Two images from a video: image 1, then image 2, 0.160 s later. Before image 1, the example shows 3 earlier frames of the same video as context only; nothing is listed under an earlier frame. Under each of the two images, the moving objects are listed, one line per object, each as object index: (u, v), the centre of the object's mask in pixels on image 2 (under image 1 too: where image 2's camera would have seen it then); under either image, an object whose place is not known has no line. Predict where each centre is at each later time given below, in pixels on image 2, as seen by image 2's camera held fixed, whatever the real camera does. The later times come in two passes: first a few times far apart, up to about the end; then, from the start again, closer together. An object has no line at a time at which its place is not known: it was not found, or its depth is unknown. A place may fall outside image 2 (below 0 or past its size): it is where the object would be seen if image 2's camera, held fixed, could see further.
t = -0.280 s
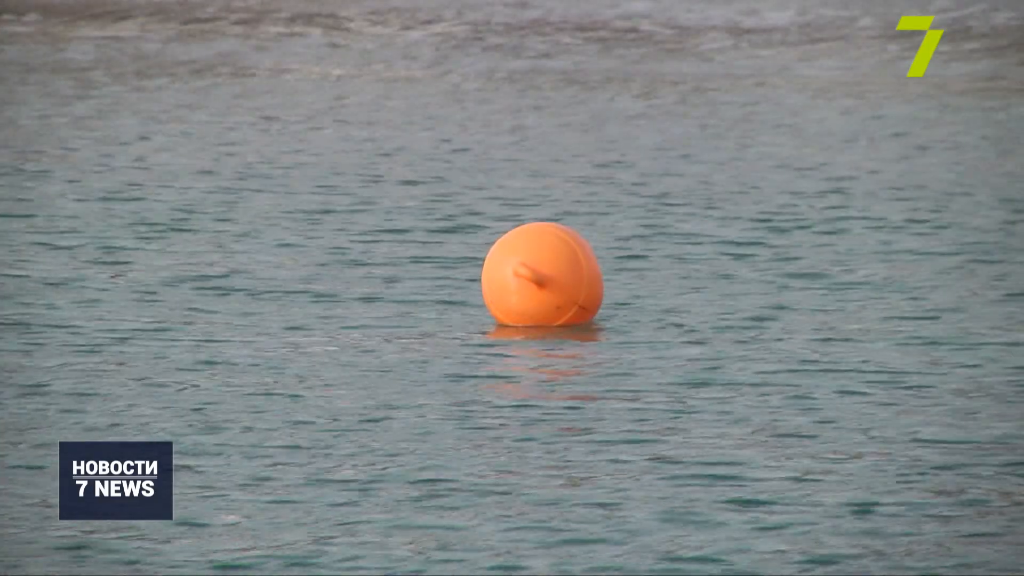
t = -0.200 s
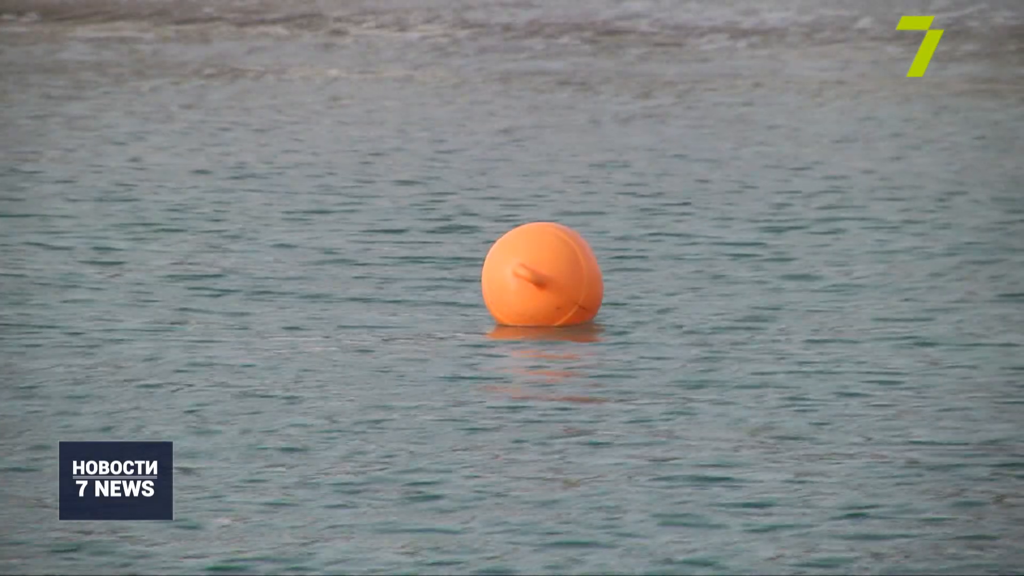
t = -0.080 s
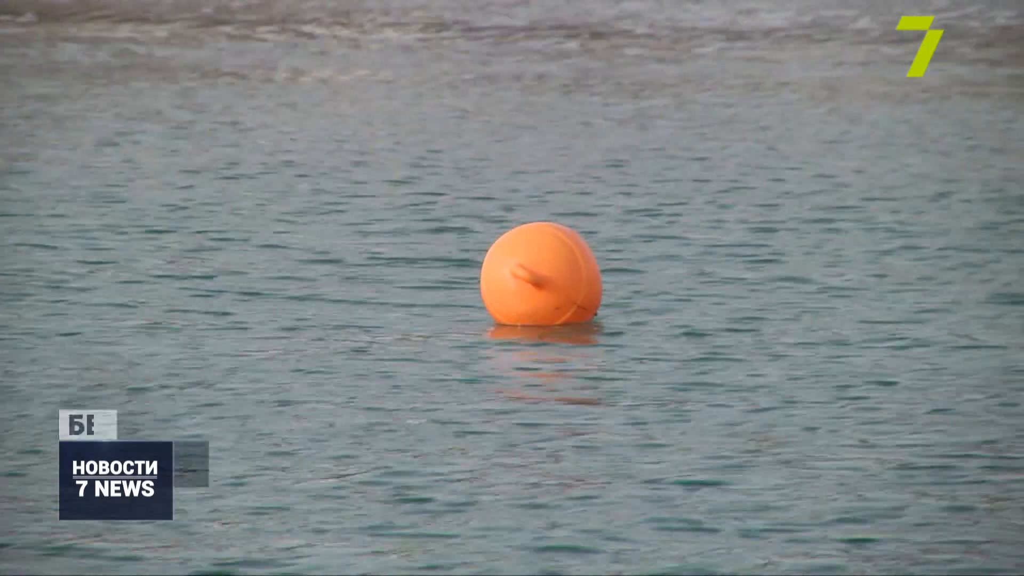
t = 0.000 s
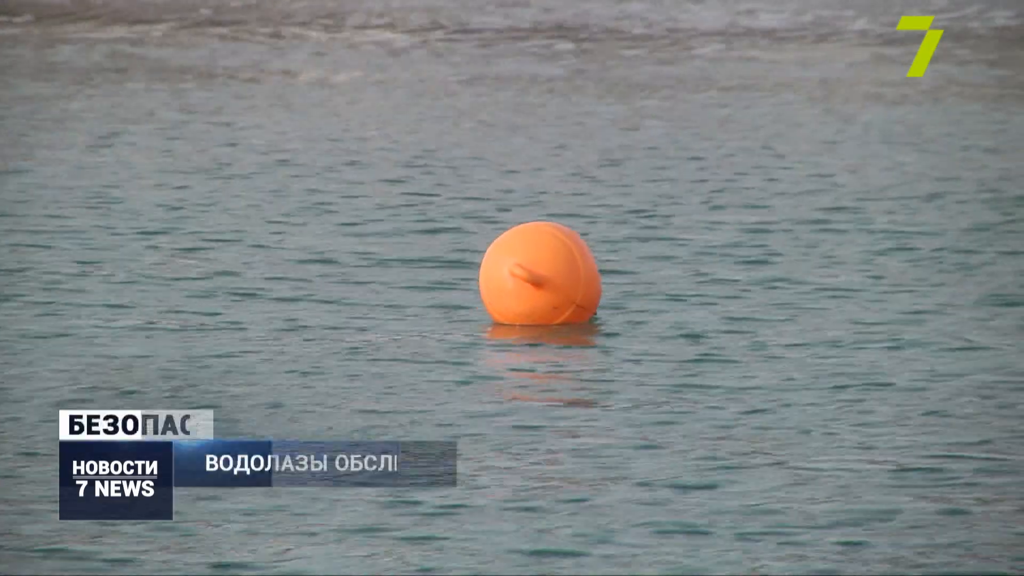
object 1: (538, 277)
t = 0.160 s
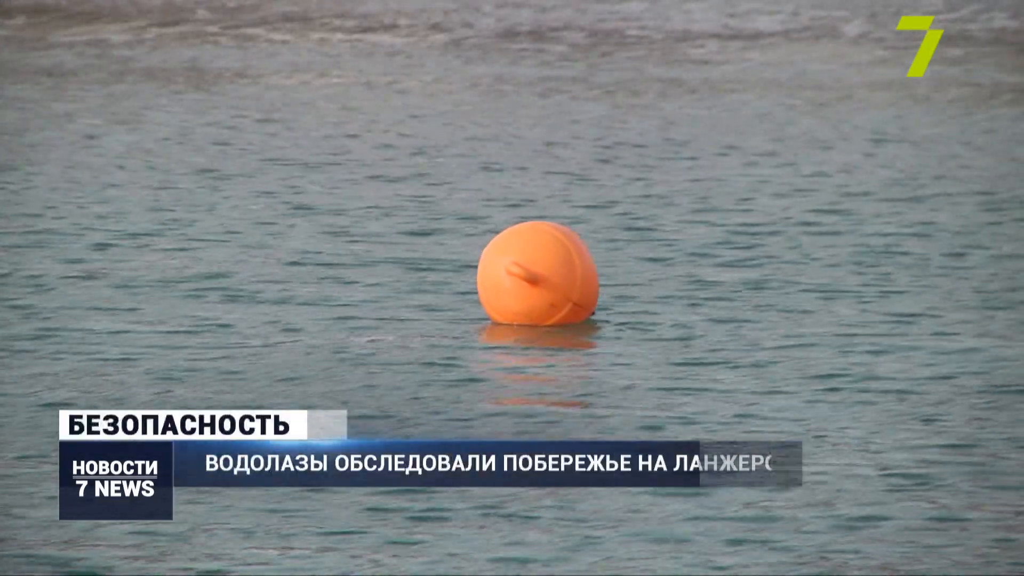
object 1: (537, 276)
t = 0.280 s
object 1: (537, 277)
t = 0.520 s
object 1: (532, 280)
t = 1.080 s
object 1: (497, 298)
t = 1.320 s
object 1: (482, 302)
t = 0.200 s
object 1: (537, 276)
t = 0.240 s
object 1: (537, 276)
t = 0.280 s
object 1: (537, 277)
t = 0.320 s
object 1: (536, 277)
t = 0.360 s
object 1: (535, 277)
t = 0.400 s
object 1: (535, 278)
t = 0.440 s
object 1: (534, 278)
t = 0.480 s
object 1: (533, 279)
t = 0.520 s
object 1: (532, 280)
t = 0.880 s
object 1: (510, 292)
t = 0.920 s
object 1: (507, 293)
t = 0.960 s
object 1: (506, 294)
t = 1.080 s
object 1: (497, 298)
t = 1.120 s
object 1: (493, 299)
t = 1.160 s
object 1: (491, 300)
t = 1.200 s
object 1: (488, 300)
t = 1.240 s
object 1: (486, 301)
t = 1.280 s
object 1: (484, 301)
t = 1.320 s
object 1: (482, 302)
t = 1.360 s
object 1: (480, 303)
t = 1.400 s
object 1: (478, 304)
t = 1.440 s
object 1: (476, 304)
